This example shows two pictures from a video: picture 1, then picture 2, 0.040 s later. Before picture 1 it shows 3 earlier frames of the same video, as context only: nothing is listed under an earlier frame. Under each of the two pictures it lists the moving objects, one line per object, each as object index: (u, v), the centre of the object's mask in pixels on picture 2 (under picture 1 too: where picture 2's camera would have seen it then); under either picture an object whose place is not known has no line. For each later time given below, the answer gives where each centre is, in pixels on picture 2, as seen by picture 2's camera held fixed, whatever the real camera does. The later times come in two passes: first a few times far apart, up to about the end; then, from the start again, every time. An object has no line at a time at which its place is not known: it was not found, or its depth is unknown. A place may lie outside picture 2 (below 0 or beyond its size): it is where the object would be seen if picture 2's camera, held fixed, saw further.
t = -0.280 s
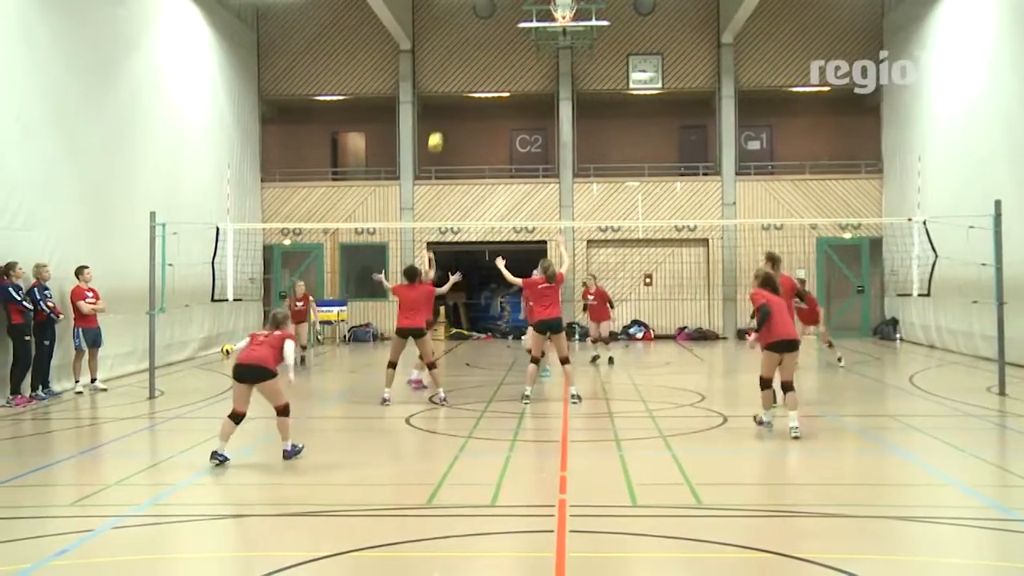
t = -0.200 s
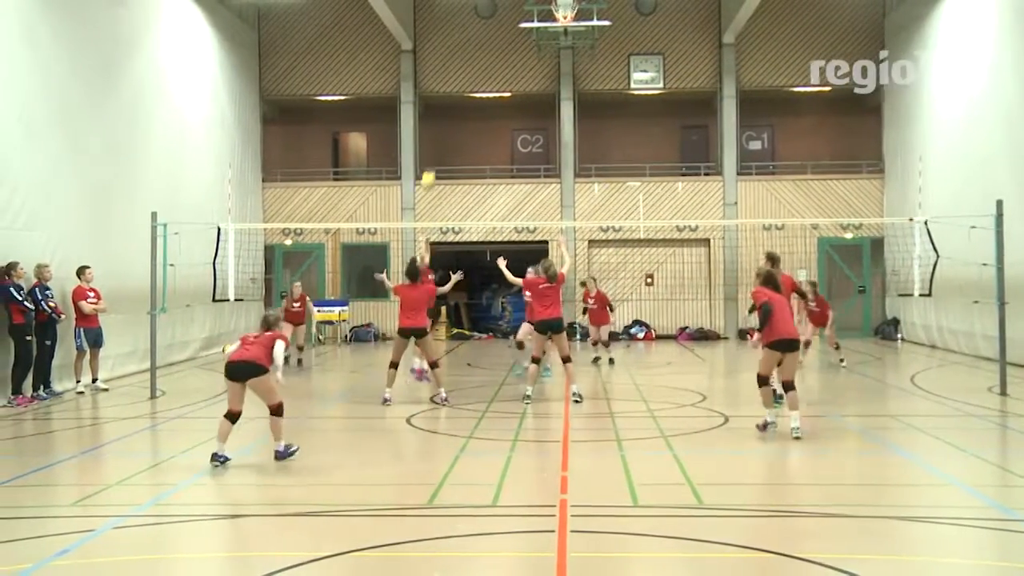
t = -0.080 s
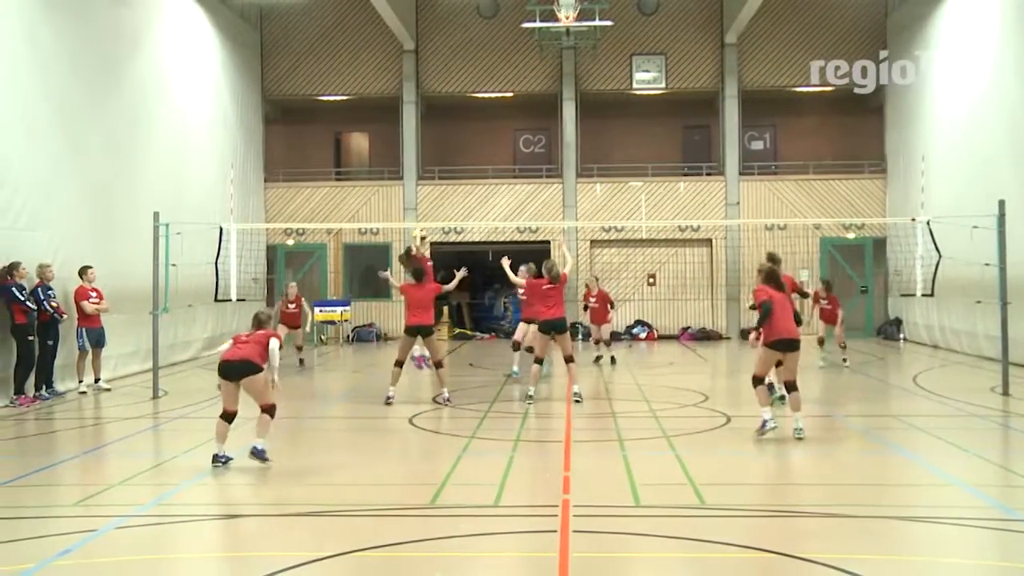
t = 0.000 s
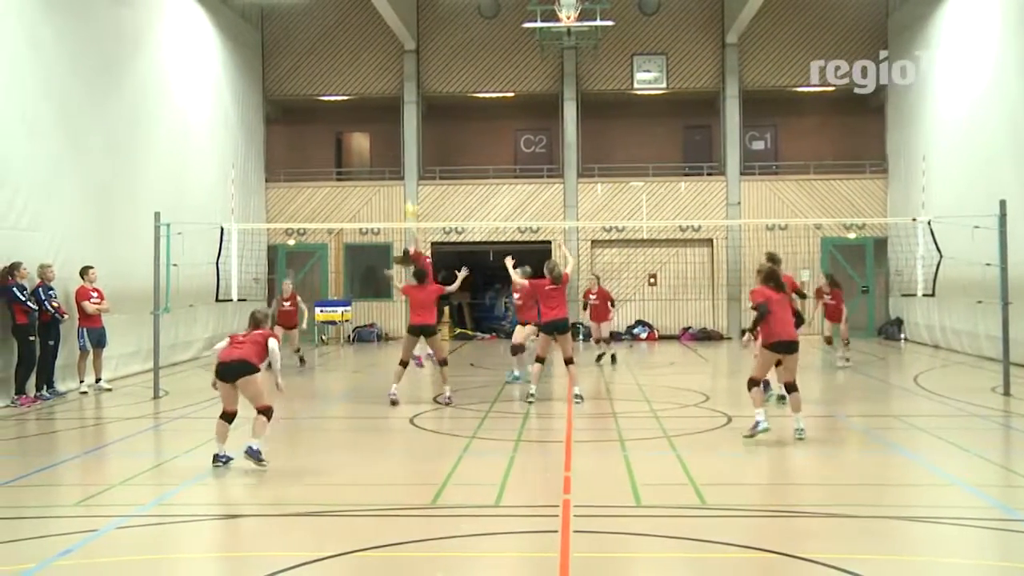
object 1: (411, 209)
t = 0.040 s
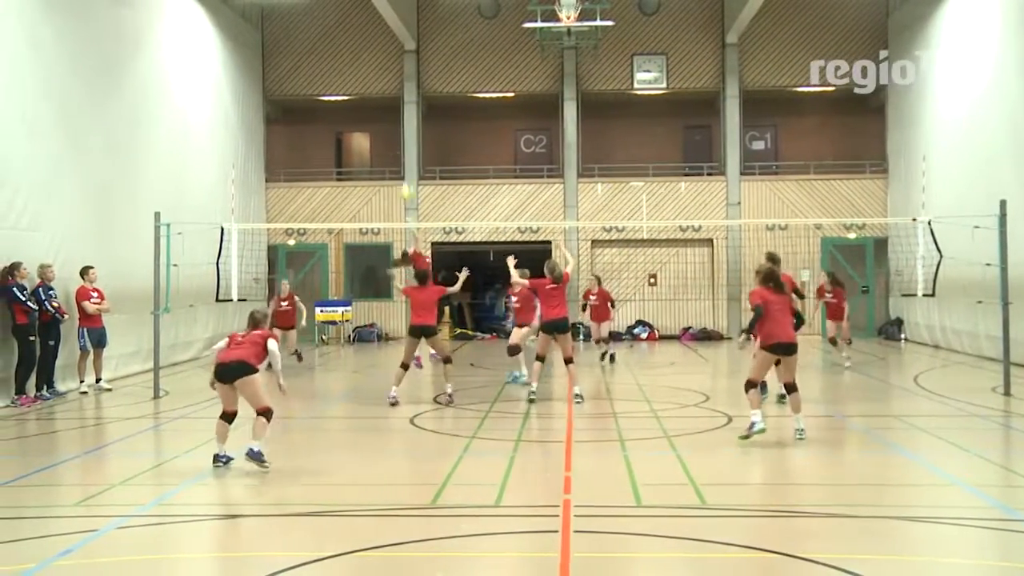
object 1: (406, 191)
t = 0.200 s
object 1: (389, 133)
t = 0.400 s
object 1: (369, 86)
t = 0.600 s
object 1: (349, 67)
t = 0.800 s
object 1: (331, 74)
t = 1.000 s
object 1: (311, 110)
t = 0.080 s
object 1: (402, 175)
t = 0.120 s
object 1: (398, 159)
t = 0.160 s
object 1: (393, 146)
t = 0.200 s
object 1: (389, 133)
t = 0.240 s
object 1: (385, 121)
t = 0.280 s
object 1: (381, 111)
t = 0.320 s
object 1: (378, 102)
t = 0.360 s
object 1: (373, 94)
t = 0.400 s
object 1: (369, 86)
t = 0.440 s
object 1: (365, 80)
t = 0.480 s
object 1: (361, 75)
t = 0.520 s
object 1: (357, 71)
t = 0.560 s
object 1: (353, 69)
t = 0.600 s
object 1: (349, 67)
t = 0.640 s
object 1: (346, 67)
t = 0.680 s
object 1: (342, 67)
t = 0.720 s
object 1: (339, 68)
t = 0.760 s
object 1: (335, 71)
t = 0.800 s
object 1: (331, 74)
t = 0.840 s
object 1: (327, 79)
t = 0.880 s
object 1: (323, 84)
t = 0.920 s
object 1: (318, 93)
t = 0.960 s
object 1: (315, 102)
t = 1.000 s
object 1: (311, 110)
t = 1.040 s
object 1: (308, 120)
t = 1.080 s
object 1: (304, 132)
